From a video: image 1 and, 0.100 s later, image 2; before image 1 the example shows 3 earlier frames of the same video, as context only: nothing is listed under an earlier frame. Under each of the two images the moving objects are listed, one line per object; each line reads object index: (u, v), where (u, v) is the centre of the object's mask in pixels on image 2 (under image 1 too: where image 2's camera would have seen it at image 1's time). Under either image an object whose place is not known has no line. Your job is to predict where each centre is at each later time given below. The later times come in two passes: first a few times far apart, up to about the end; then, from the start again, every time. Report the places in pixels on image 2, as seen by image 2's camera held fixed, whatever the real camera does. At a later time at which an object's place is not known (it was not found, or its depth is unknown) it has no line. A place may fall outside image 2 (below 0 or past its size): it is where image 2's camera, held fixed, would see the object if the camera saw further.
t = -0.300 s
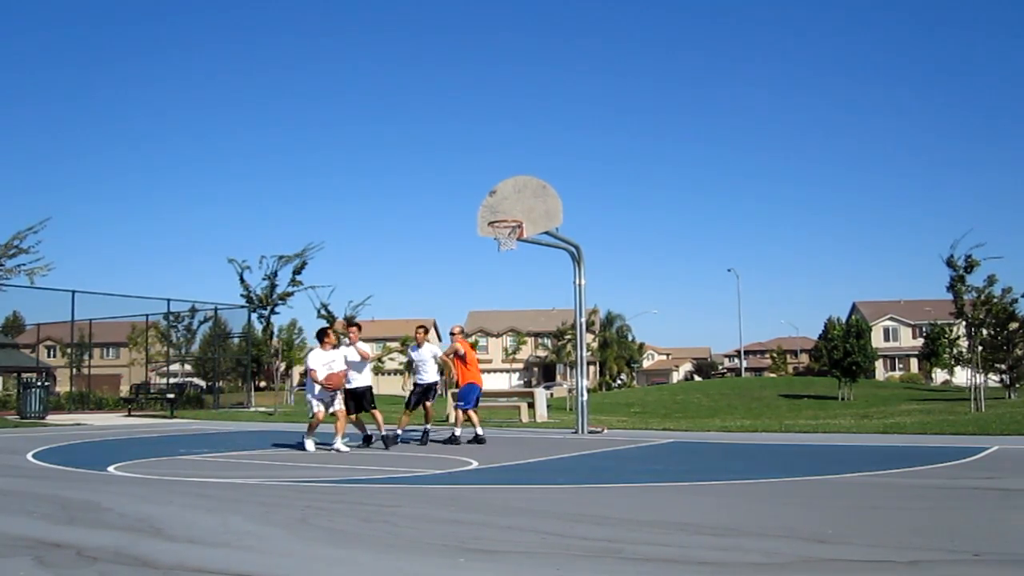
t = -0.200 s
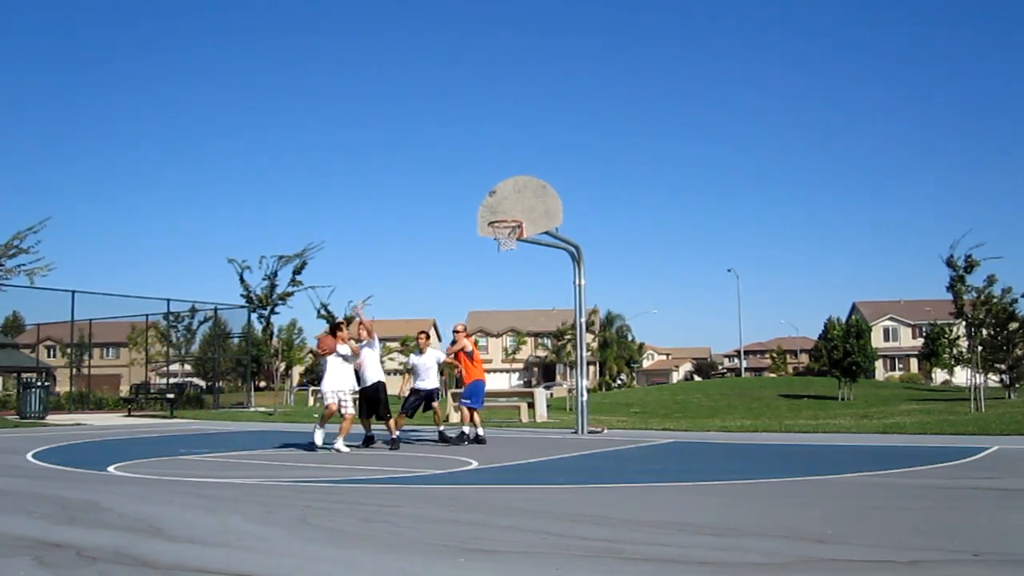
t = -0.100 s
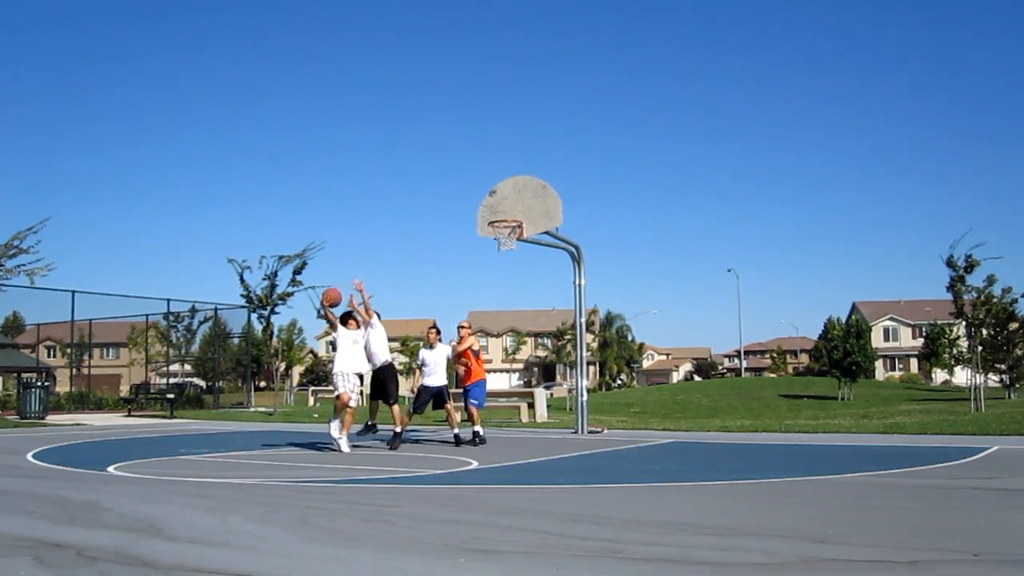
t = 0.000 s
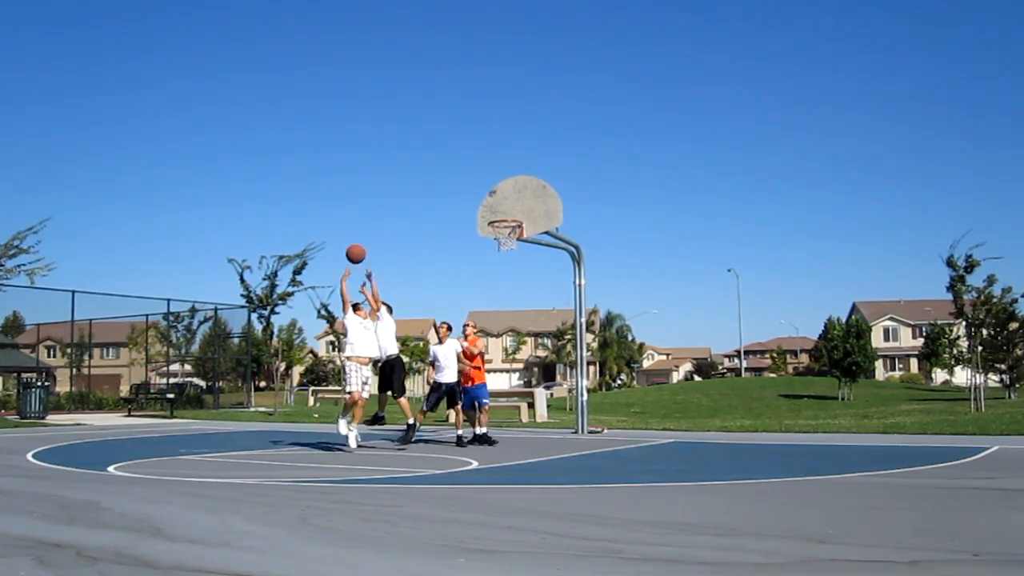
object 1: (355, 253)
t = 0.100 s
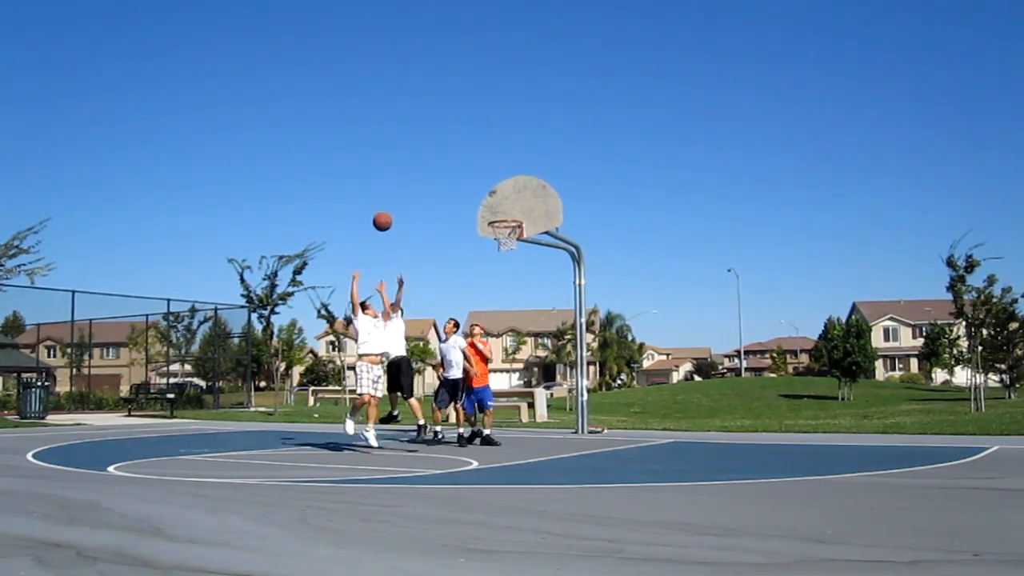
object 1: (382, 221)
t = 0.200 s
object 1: (407, 198)
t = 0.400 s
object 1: (455, 178)
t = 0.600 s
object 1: (499, 188)
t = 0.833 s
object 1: (533, 213)
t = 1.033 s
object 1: (559, 206)
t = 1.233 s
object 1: (586, 229)
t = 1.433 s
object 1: (616, 284)
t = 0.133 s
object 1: (391, 212)
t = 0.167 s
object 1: (399, 205)
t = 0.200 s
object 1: (407, 198)
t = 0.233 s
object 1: (415, 192)
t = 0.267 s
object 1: (424, 188)
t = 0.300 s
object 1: (432, 184)
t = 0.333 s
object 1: (440, 181)
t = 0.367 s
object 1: (447, 179)
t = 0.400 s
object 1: (455, 178)
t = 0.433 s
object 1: (463, 177)
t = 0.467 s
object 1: (470, 178)
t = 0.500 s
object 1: (477, 179)
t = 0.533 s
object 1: (485, 181)
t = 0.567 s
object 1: (492, 184)
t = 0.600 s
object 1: (499, 188)
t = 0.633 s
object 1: (506, 192)
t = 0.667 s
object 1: (513, 197)
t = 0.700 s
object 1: (520, 202)
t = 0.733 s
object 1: (527, 209)
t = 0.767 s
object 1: (530, 214)
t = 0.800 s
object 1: (529, 216)
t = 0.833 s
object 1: (533, 213)
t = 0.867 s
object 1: (537, 209)
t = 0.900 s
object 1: (541, 207)
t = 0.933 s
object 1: (545, 206)
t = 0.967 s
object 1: (550, 205)
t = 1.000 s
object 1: (554, 205)
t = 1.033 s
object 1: (559, 206)
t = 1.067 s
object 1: (563, 208)
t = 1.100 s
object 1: (568, 210)
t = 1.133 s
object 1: (572, 214)
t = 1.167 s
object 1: (577, 218)
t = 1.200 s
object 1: (582, 223)
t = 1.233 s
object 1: (586, 229)
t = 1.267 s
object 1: (591, 236)
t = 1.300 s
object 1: (596, 243)
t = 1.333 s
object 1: (601, 252)
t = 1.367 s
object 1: (606, 261)
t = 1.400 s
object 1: (611, 272)
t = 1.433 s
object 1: (616, 284)
